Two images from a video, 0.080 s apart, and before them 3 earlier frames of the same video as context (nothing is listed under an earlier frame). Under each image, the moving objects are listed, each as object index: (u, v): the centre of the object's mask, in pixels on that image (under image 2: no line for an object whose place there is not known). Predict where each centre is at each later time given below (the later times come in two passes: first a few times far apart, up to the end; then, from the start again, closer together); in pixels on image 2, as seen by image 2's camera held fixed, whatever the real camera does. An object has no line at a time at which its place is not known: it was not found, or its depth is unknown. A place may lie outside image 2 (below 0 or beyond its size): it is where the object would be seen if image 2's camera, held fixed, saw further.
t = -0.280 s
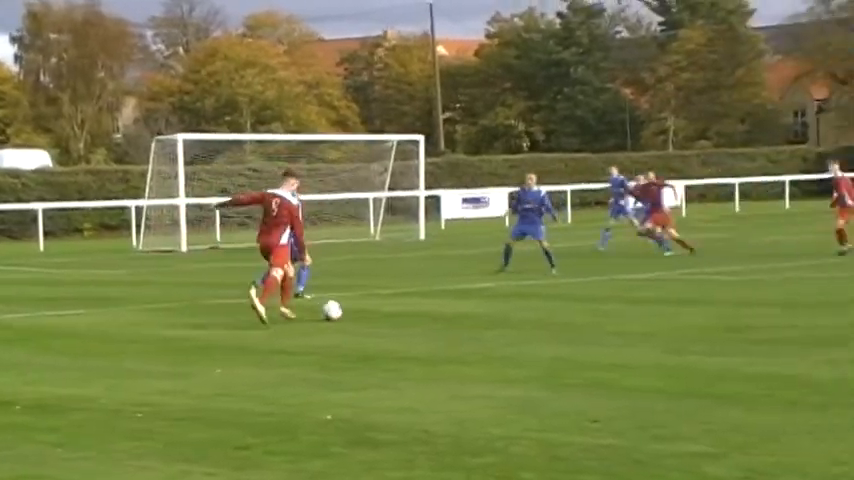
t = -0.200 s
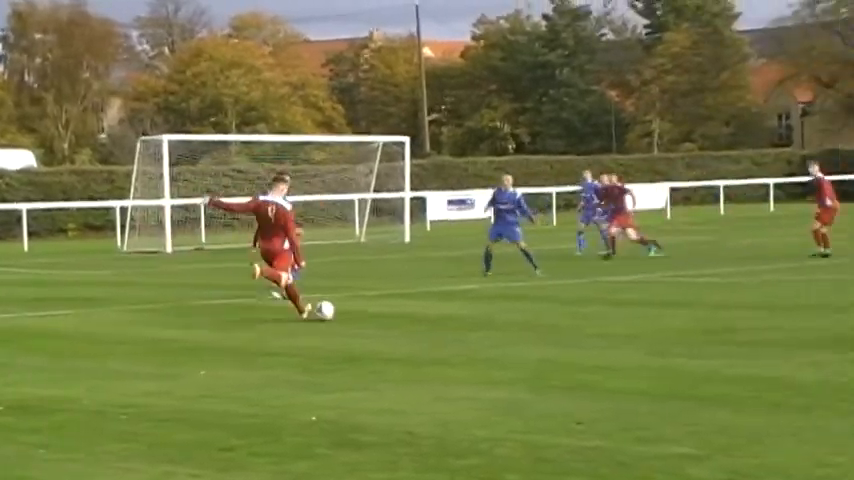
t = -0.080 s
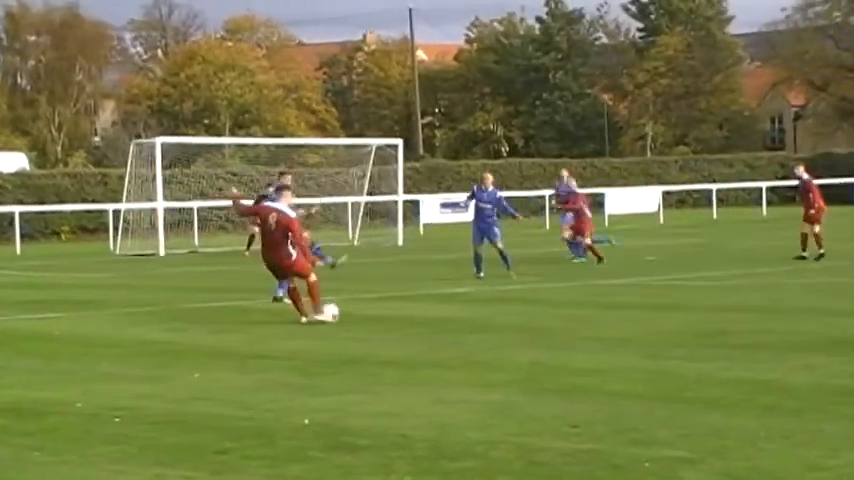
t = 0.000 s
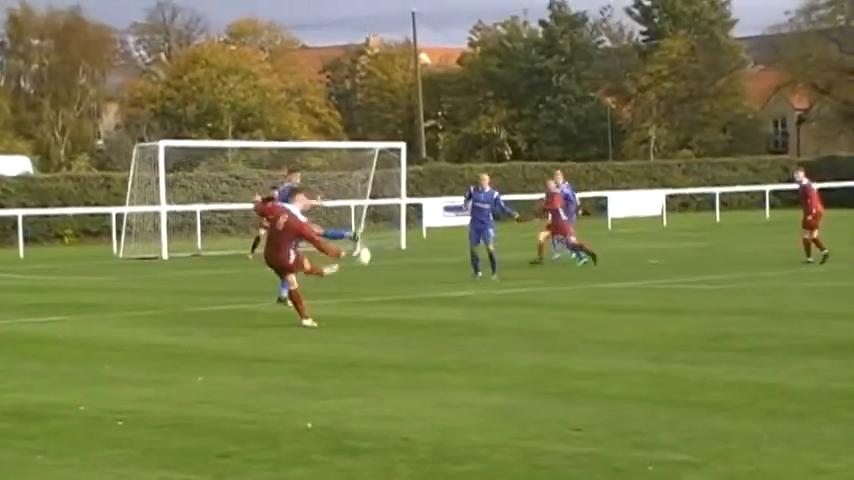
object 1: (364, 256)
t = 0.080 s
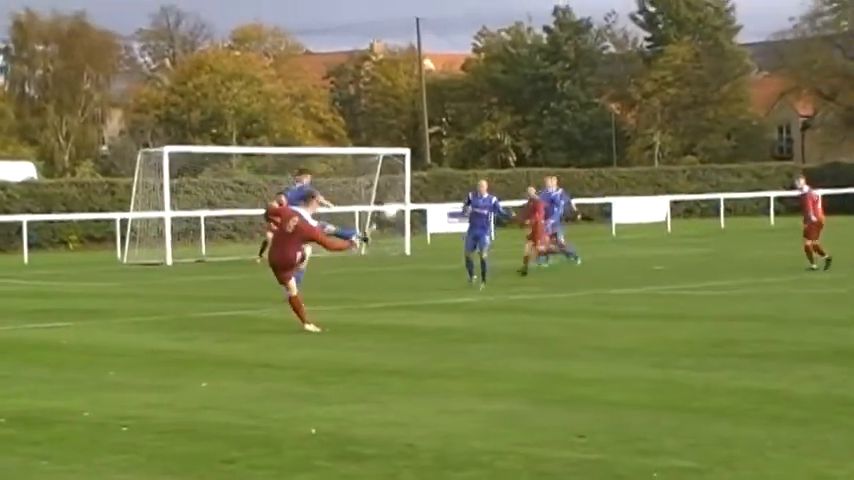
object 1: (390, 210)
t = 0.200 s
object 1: (410, 156)
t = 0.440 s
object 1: (424, 99)
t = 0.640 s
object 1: (419, 80)
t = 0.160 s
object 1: (404, 173)
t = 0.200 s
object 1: (410, 156)
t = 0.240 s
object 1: (414, 142)
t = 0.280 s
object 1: (417, 131)
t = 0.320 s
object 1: (420, 121)
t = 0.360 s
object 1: (422, 112)
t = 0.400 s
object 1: (424, 105)
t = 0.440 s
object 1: (424, 99)
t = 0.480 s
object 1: (423, 96)
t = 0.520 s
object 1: (423, 91)
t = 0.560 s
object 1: (424, 85)
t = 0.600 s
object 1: (421, 83)
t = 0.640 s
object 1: (419, 80)
